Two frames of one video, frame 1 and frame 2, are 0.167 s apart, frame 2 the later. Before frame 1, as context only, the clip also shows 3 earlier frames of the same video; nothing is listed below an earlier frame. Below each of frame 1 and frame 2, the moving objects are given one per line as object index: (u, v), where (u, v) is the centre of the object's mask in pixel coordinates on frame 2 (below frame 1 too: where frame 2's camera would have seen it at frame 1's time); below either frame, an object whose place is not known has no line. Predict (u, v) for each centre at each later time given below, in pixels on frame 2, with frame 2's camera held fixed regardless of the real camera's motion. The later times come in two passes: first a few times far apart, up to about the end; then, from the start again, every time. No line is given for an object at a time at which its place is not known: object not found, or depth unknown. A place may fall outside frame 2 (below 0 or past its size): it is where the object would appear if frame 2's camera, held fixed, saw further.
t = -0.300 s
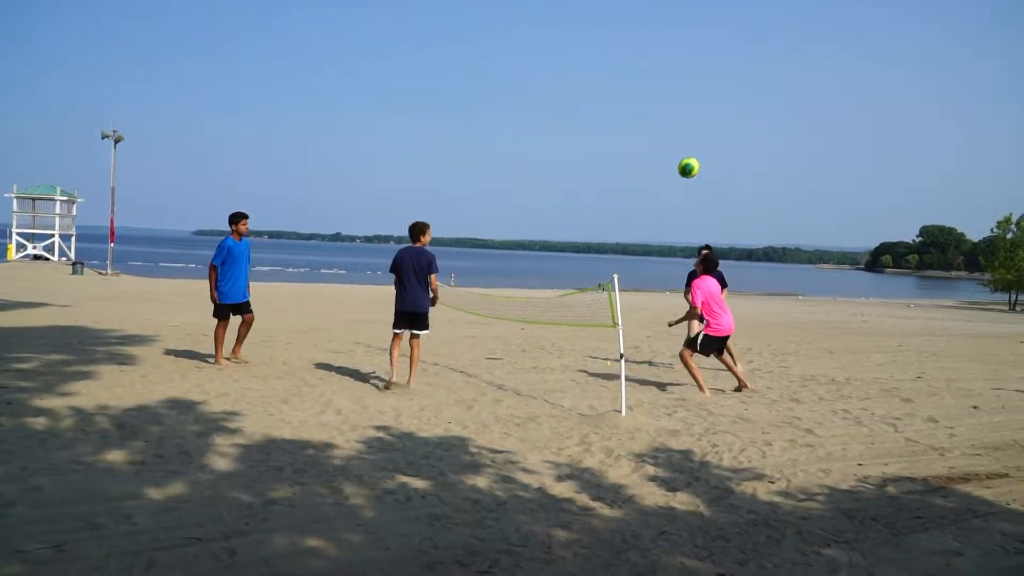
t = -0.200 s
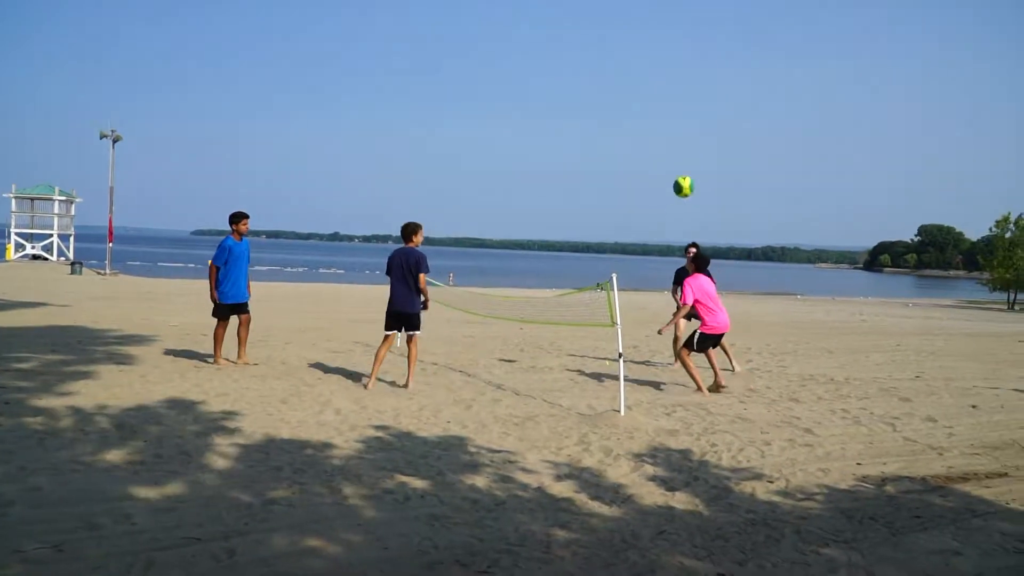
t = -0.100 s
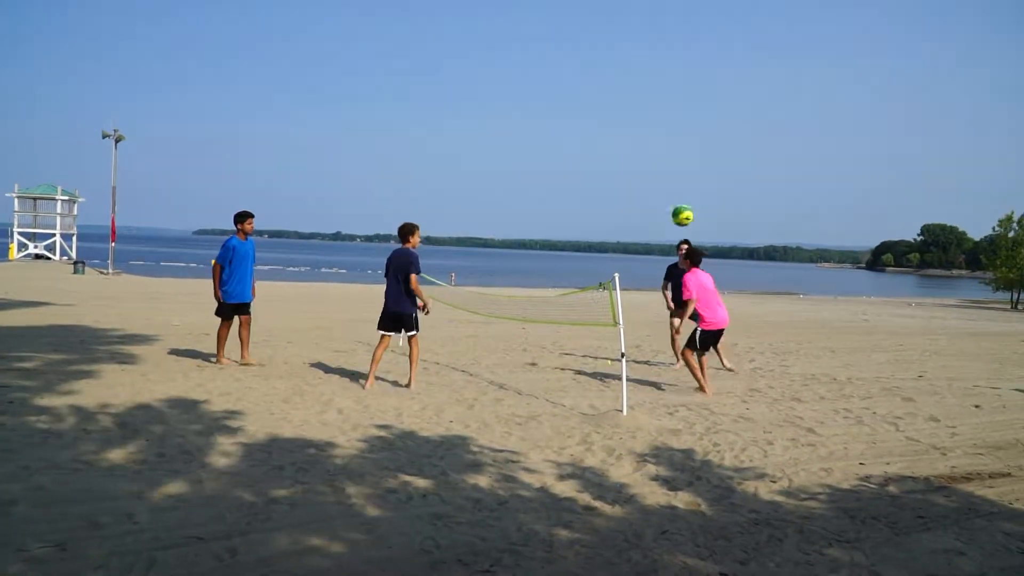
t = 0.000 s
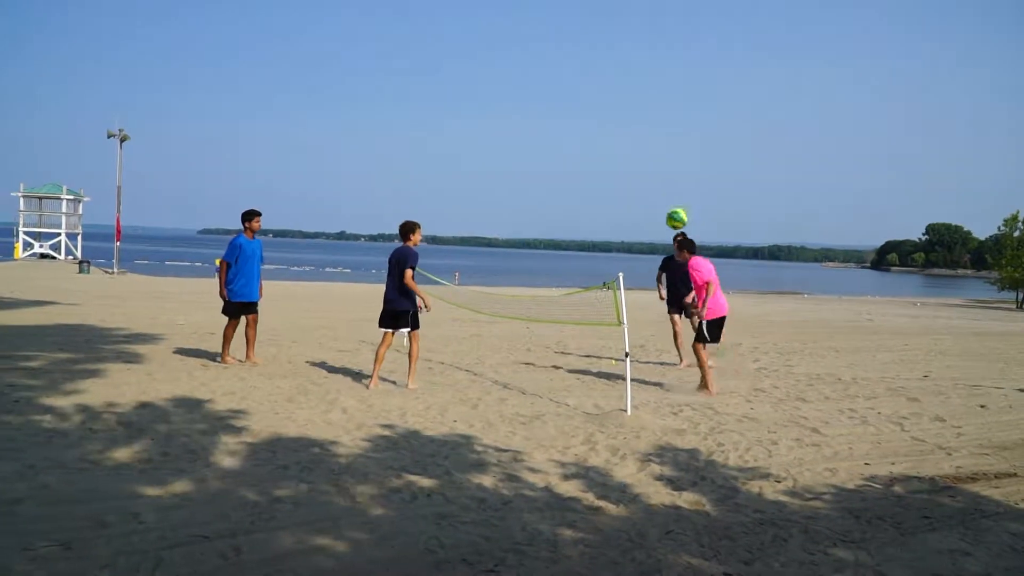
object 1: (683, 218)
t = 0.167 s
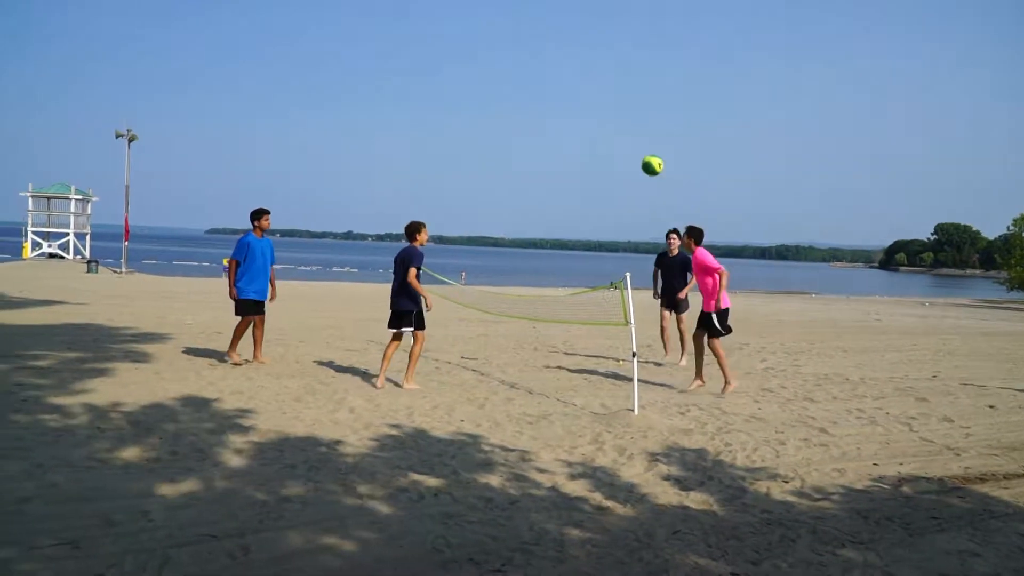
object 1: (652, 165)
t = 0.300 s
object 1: (626, 142)
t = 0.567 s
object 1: (575, 146)
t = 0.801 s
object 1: (529, 205)
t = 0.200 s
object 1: (646, 158)
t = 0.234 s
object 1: (639, 152)
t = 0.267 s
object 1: (632, 147)
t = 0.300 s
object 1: (626, 142)
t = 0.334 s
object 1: (620, 139)
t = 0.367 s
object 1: (613, 137)
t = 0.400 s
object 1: (607, 136)
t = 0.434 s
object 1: (600, 136)
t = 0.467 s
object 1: (594, 137)
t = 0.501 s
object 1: (588, 139)
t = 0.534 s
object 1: (581, 142)
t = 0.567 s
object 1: (575, 146)
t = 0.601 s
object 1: (568, 151)
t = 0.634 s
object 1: (562, 157)
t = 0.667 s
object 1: (555, 165)
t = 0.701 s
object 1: (549, 173)
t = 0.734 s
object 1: (542, 183)
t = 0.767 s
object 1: (536, 194)
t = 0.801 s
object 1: (529, 205)
